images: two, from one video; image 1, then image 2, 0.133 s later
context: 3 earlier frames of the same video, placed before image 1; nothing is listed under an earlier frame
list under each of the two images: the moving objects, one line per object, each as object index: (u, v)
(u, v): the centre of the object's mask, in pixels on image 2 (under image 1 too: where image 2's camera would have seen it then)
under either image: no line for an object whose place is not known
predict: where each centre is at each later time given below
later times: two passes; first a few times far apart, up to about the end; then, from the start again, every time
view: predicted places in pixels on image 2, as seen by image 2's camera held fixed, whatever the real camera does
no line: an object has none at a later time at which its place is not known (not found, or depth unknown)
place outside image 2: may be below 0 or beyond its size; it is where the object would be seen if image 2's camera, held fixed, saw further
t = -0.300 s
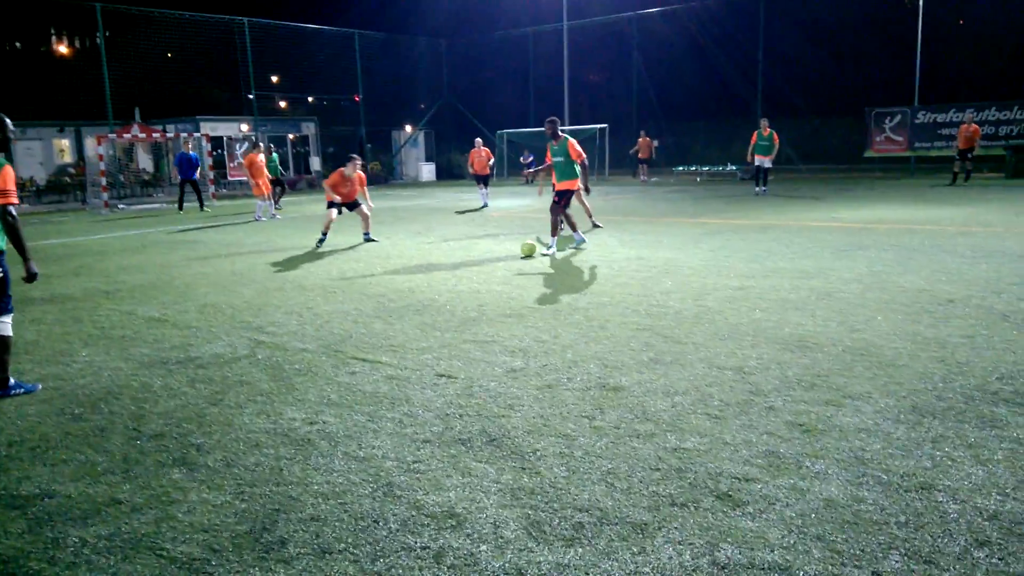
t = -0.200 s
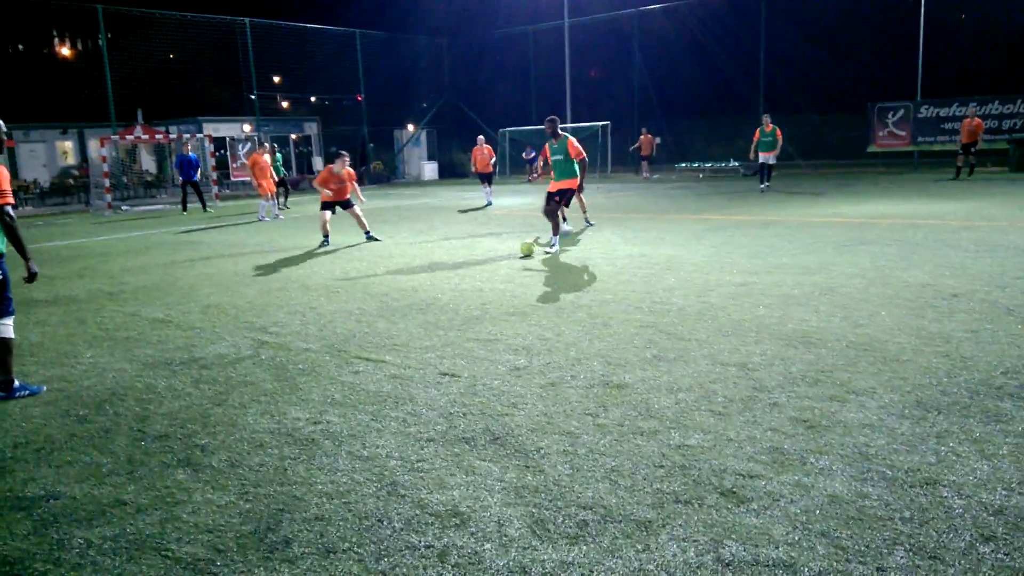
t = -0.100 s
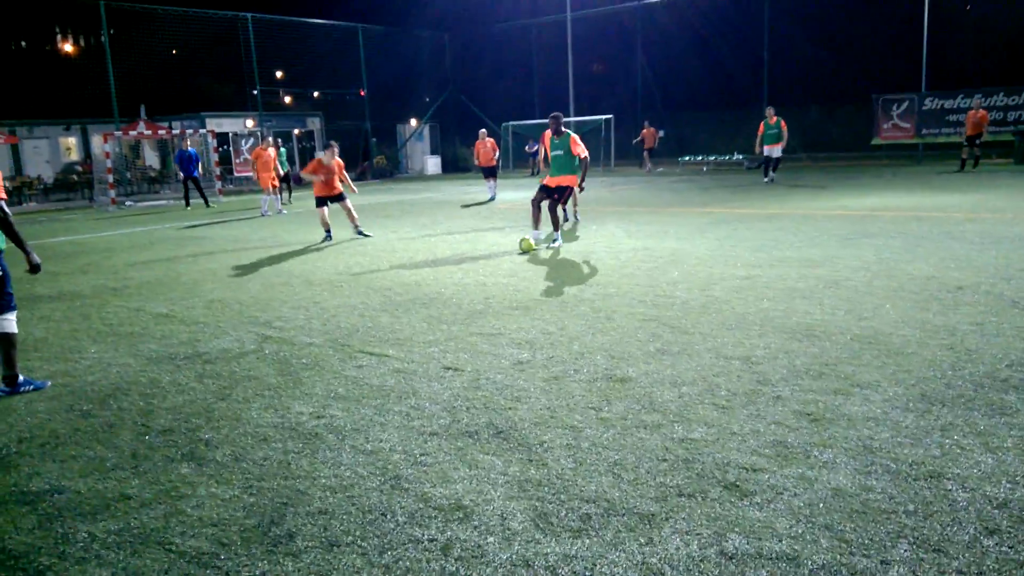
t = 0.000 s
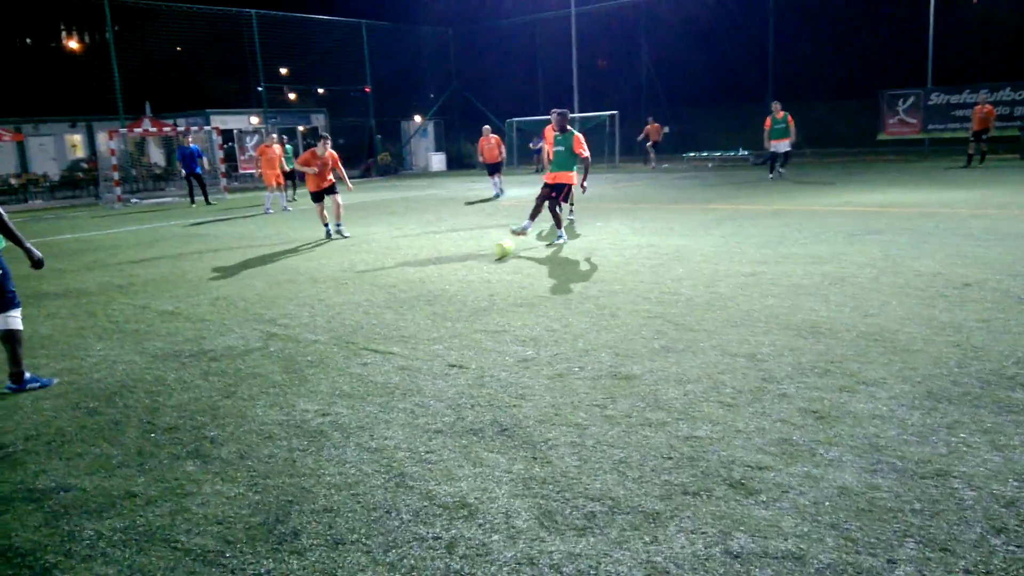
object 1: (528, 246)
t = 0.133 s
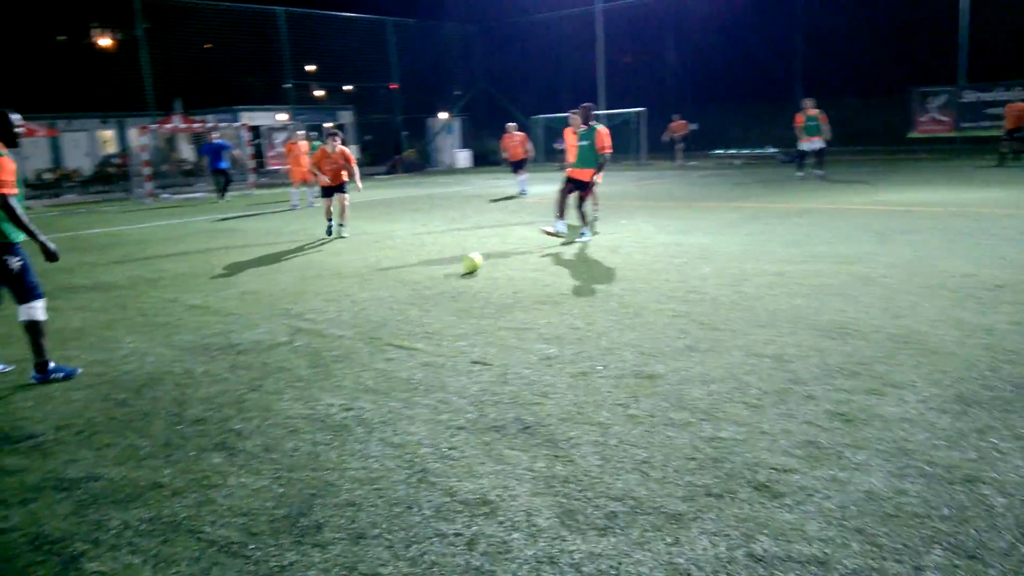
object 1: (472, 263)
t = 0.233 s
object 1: (426, 276)
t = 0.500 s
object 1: (272, 319)
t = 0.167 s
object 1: (458, 267)
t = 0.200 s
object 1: (443, 271)
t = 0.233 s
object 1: (426, 276)
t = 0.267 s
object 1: (409, 281)
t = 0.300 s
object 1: (391, 286)
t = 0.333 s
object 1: (373, 290)
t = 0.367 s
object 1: (354, 296)
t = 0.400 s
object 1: (334, 304)
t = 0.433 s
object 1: (315, 308)
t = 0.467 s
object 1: (295, 311)
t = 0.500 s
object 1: (272, 319)
